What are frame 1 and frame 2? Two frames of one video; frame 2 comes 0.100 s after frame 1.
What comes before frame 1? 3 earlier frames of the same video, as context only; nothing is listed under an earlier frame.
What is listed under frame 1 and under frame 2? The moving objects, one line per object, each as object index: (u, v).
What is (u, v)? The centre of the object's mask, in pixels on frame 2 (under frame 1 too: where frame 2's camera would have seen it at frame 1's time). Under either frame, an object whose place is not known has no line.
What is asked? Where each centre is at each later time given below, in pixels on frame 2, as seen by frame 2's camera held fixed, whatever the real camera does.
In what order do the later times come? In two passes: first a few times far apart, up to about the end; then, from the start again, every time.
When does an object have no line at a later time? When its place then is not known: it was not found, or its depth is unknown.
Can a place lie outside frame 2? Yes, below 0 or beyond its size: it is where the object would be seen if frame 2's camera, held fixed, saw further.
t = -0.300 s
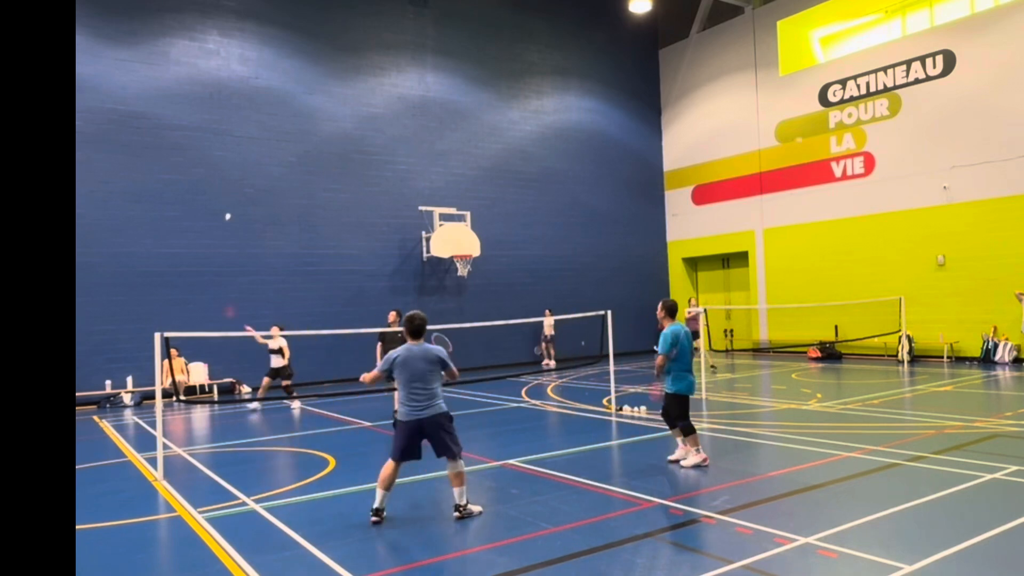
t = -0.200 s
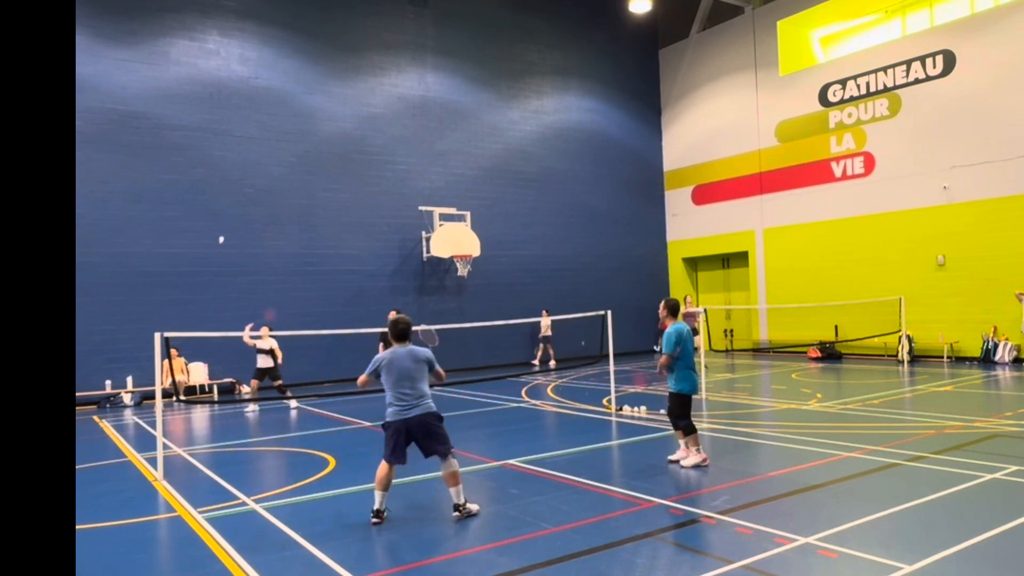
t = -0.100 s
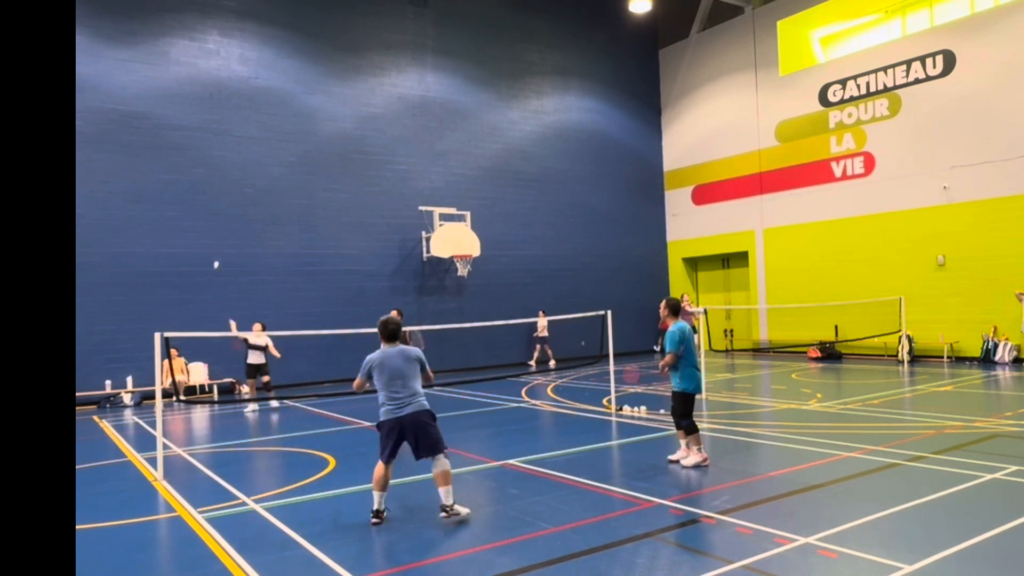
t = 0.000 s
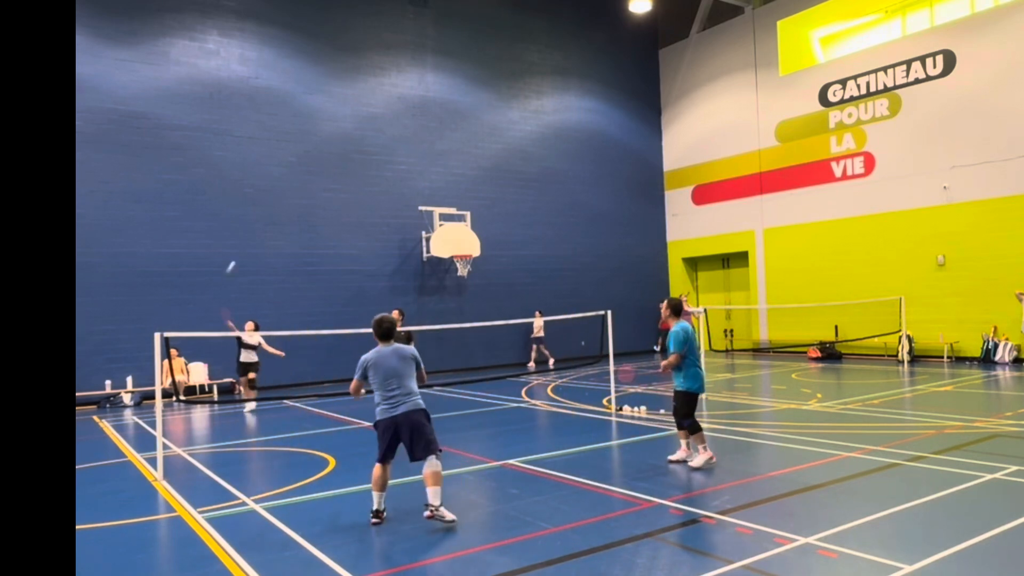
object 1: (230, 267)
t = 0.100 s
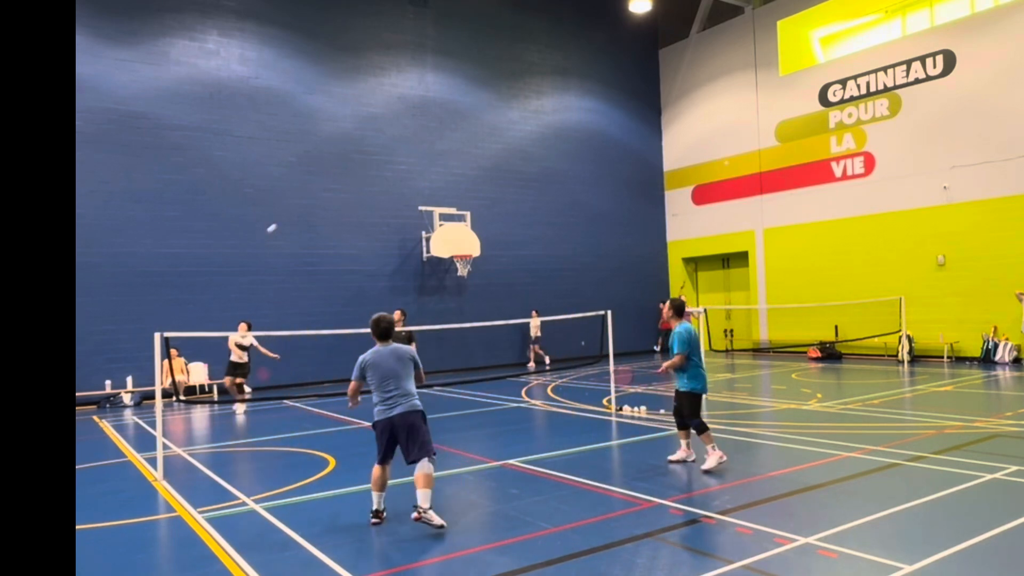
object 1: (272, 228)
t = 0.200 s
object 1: (307, 201)
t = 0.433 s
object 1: (378, 177)
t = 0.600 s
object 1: (424, 188)
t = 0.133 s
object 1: (284, 218)
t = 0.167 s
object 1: (296, 209)
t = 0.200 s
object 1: (307, 201)
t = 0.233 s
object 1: (318, 195)
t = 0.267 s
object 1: (329, 189)
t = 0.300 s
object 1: (339, 185)
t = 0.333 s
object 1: (349, 181)
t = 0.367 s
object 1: (359, 179)
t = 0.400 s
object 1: (369, 177)
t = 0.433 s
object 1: (378, 177)
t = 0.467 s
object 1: (387, 177)
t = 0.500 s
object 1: (396, 178)
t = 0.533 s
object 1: (406, 181)
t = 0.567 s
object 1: (416, 184)
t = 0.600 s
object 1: (424, 188)
